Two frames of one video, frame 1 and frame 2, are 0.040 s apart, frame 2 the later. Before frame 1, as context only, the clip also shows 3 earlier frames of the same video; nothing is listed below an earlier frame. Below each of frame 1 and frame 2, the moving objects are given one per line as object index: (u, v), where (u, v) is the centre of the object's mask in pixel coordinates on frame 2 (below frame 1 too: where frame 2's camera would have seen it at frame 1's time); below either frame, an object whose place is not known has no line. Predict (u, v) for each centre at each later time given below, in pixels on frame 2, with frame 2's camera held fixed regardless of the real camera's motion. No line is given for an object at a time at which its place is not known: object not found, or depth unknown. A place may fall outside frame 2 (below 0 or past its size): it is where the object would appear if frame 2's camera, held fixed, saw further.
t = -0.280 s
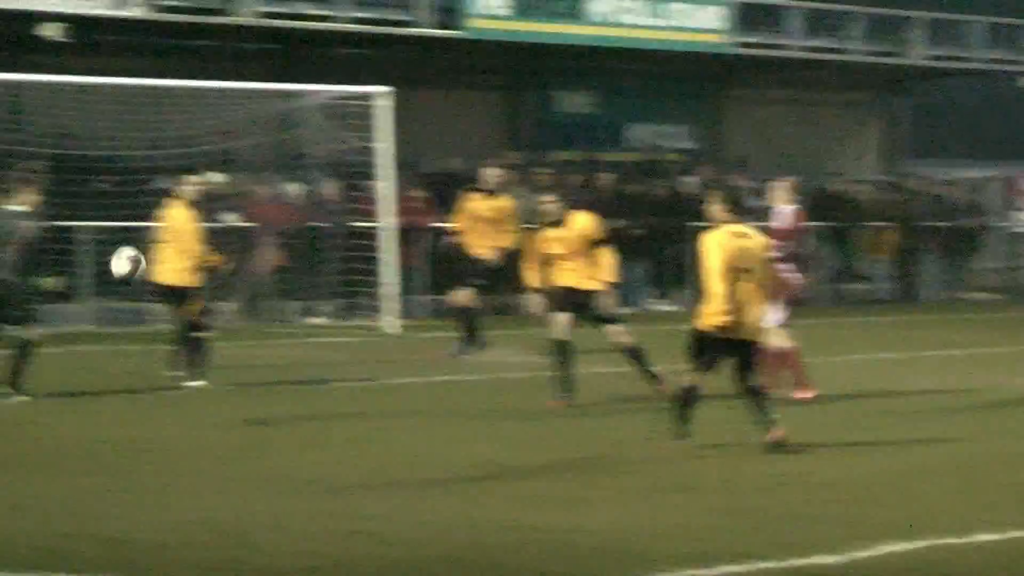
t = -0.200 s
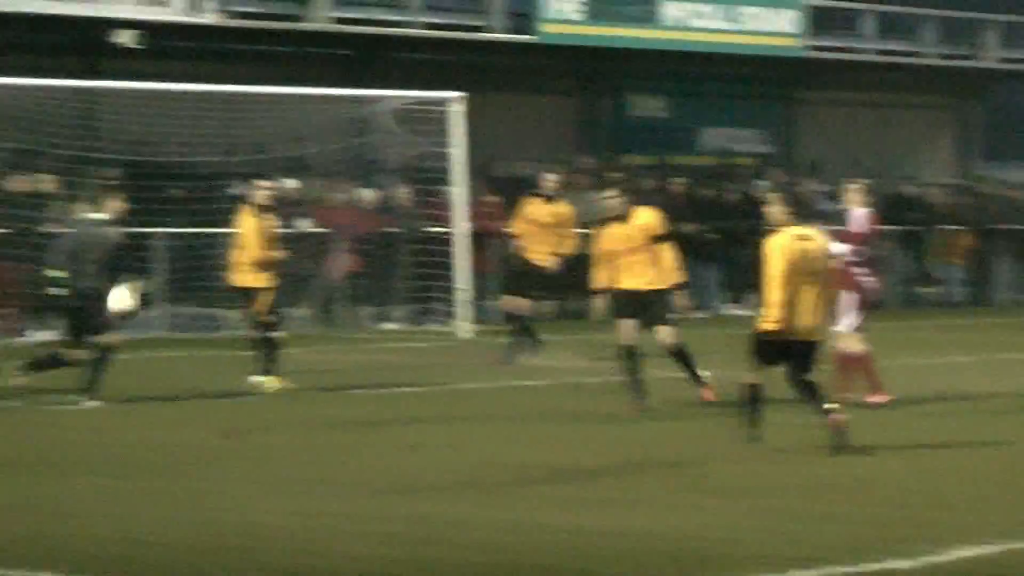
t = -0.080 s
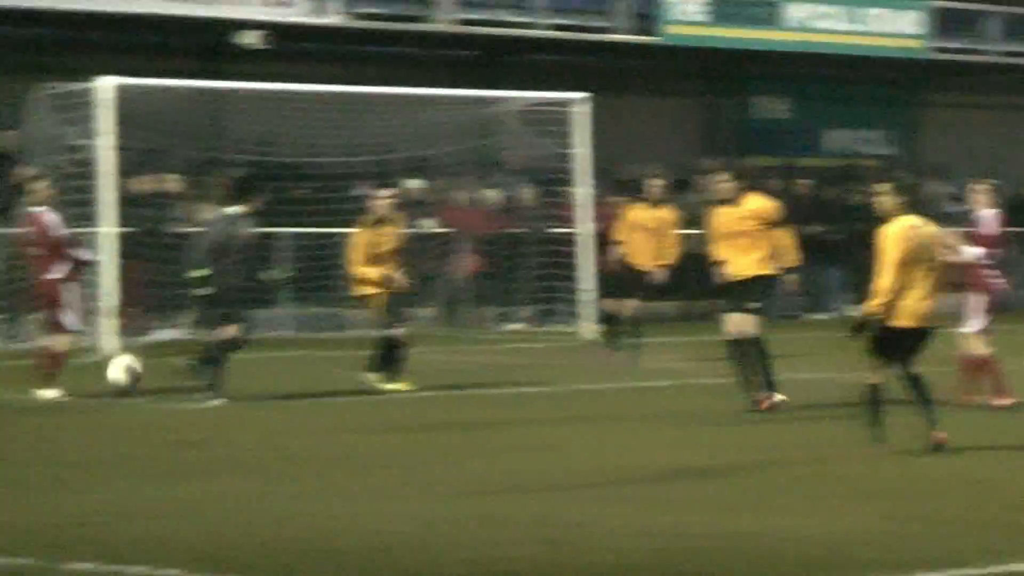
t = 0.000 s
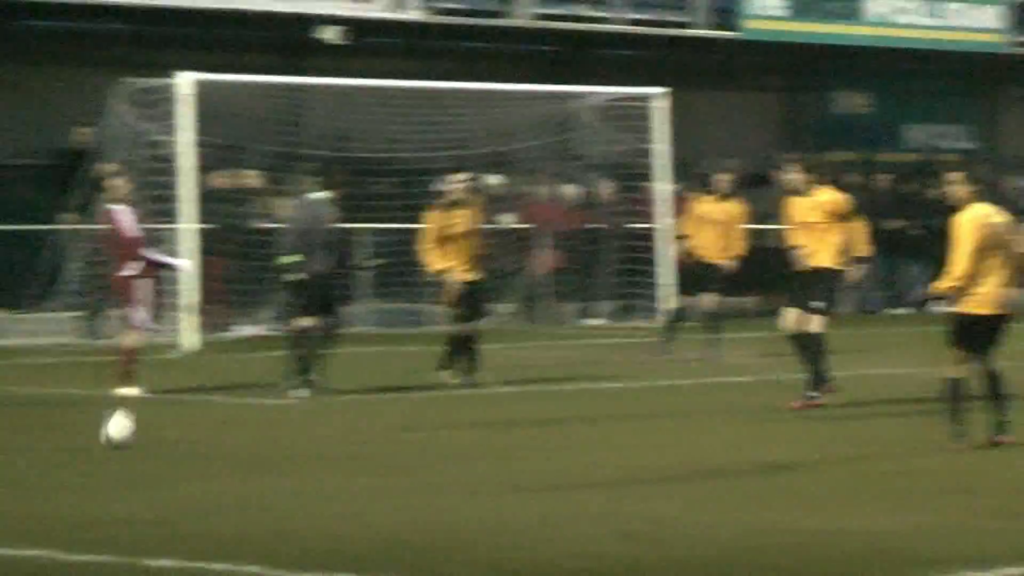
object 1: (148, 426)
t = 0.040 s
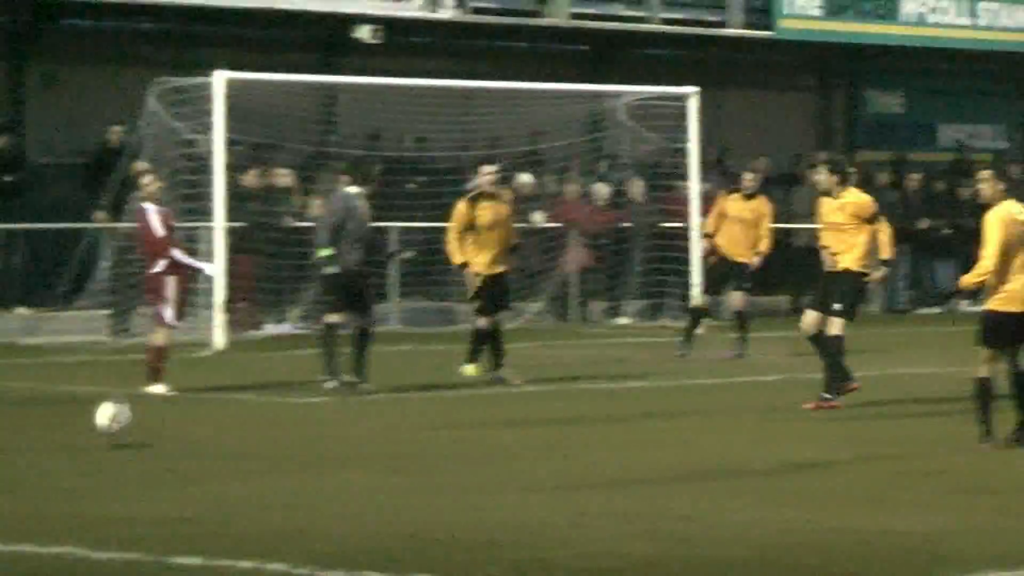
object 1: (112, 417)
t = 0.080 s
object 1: (82, 398)
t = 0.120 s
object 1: (50, 380)
